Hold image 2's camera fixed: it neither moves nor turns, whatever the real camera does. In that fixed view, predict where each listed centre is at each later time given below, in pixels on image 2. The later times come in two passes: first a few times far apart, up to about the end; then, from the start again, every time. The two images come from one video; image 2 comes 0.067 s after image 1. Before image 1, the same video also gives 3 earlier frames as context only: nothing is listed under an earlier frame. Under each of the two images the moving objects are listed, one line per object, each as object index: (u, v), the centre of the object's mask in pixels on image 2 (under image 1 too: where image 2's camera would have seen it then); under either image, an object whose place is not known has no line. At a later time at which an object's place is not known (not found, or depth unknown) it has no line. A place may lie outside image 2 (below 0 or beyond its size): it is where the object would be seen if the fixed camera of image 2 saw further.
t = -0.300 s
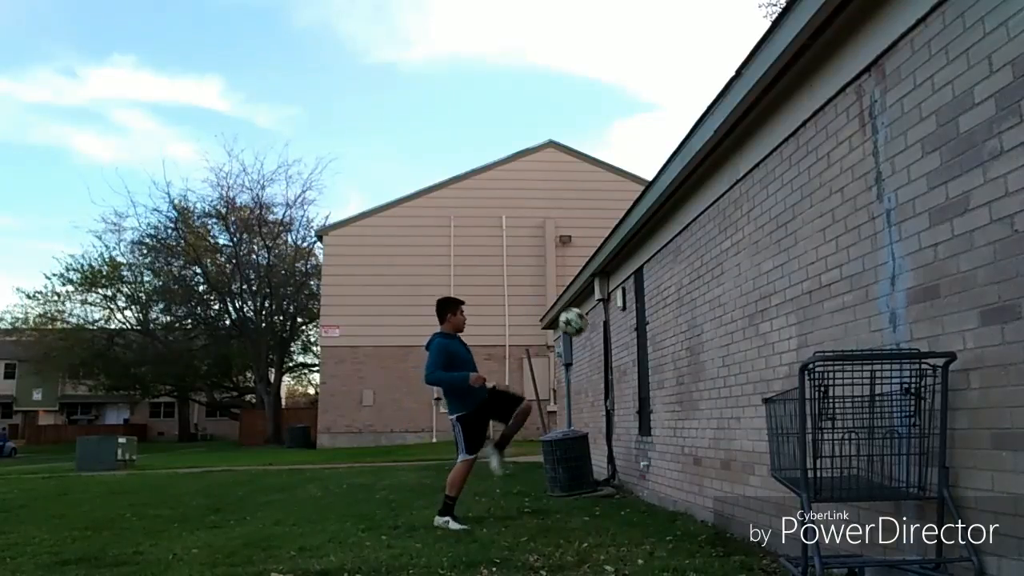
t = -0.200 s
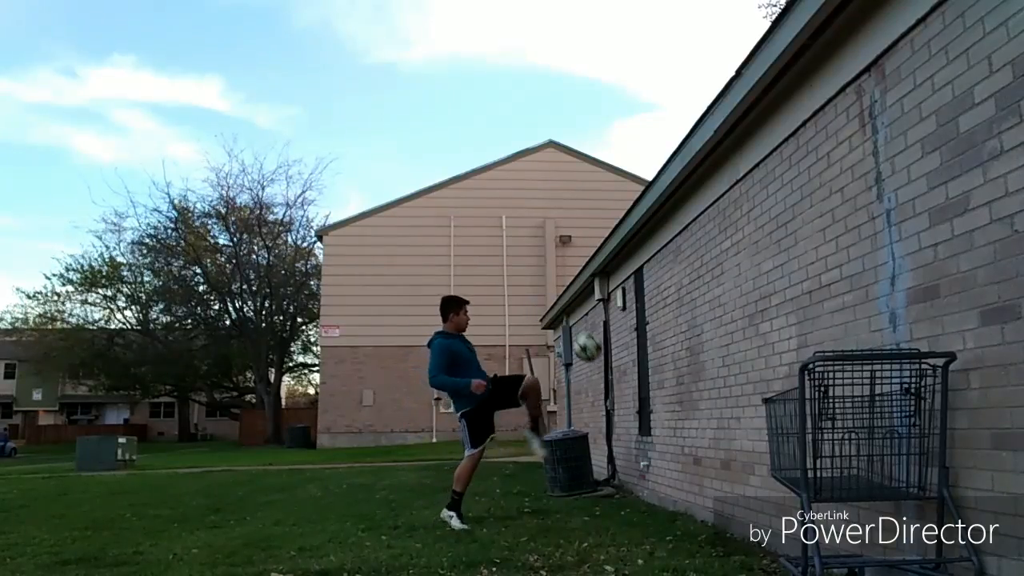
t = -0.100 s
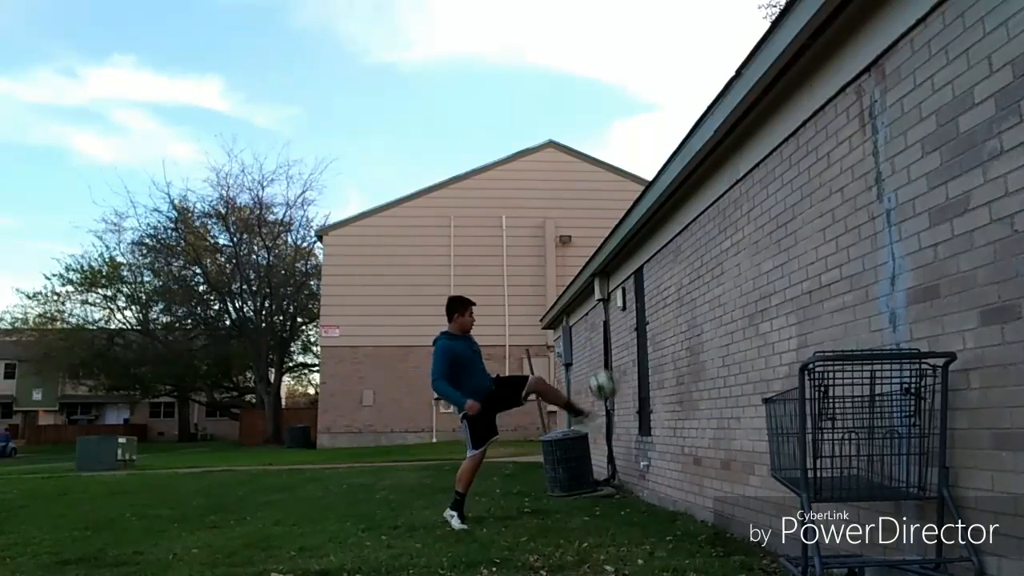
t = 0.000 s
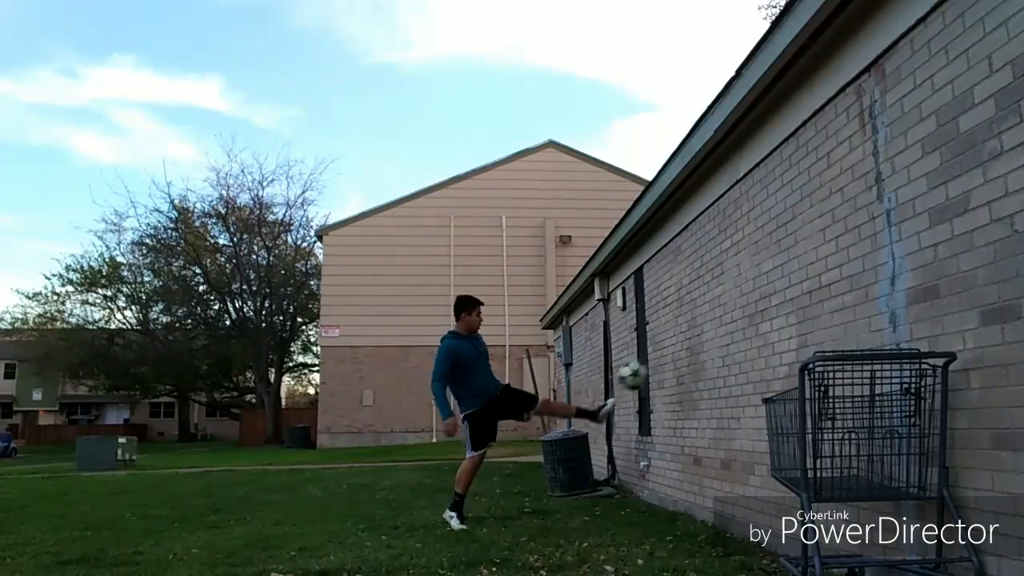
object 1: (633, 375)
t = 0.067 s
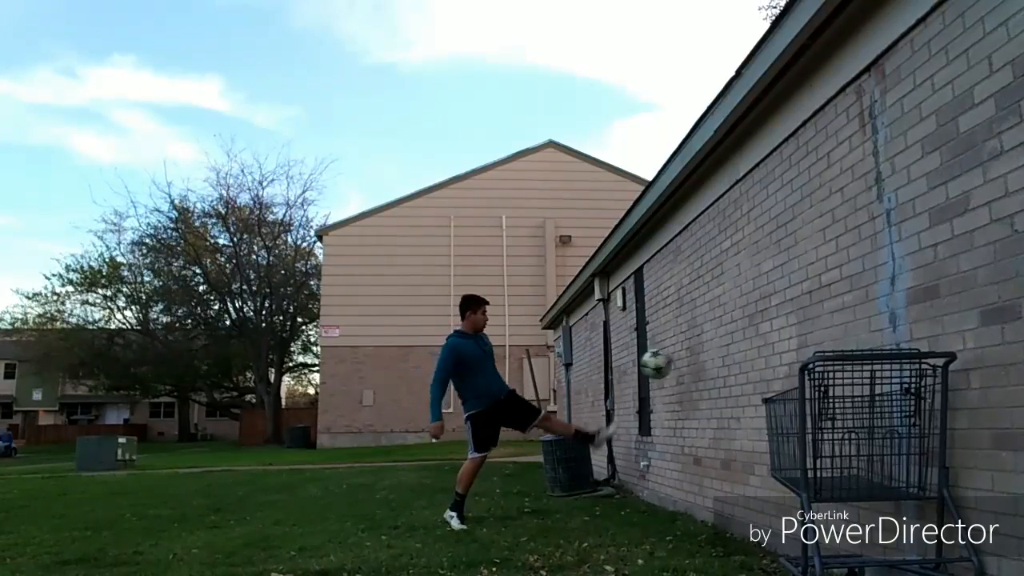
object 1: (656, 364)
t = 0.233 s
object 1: (701, 362)
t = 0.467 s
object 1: (656, 436)
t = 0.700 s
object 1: (608, 494)
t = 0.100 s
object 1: (667, 360)
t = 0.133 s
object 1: (680, 359)
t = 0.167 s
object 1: (694, 358)
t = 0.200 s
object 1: (707, 359)
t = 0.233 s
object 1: (701, 362)
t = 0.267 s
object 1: (694, 368)
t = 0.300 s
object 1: (689, 374)
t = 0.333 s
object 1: (681, 384)
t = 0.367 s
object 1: (675, 395)
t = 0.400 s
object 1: (669, 405)
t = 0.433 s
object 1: (662, 420)
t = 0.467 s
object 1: (656, 436)
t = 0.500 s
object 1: (648, 454)
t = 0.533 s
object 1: (641, 474)
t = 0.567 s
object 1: (634, 494)
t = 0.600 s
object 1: (626, 519)
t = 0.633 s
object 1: (620, 522)
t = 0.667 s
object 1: (614, 505)
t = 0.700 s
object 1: (608, 494)
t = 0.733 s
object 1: (601, 481)
